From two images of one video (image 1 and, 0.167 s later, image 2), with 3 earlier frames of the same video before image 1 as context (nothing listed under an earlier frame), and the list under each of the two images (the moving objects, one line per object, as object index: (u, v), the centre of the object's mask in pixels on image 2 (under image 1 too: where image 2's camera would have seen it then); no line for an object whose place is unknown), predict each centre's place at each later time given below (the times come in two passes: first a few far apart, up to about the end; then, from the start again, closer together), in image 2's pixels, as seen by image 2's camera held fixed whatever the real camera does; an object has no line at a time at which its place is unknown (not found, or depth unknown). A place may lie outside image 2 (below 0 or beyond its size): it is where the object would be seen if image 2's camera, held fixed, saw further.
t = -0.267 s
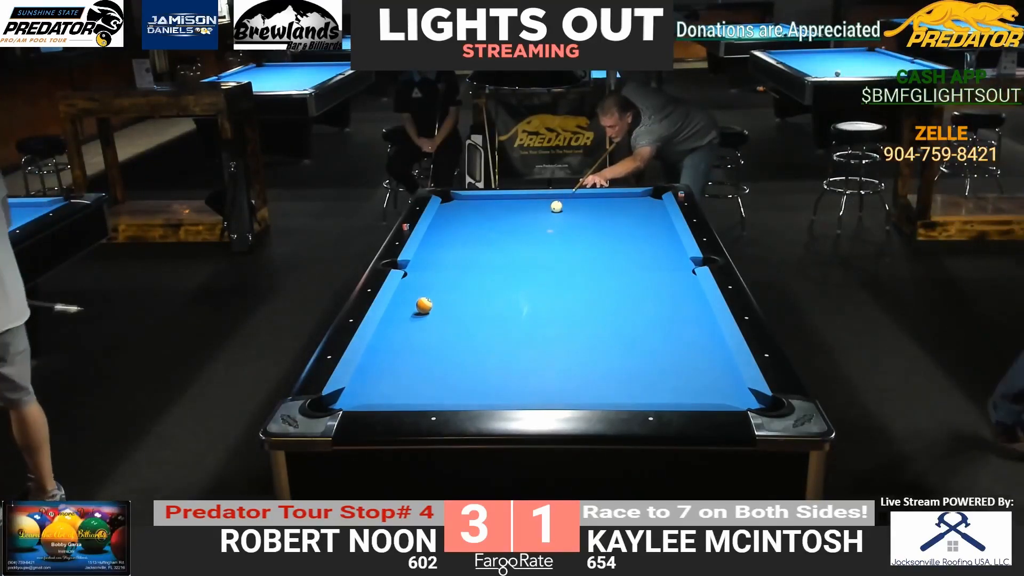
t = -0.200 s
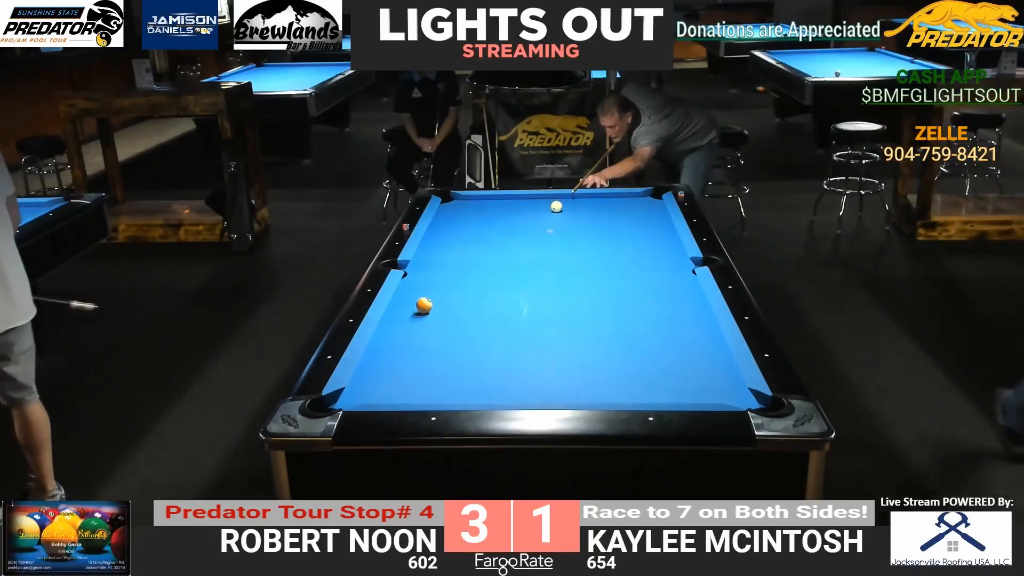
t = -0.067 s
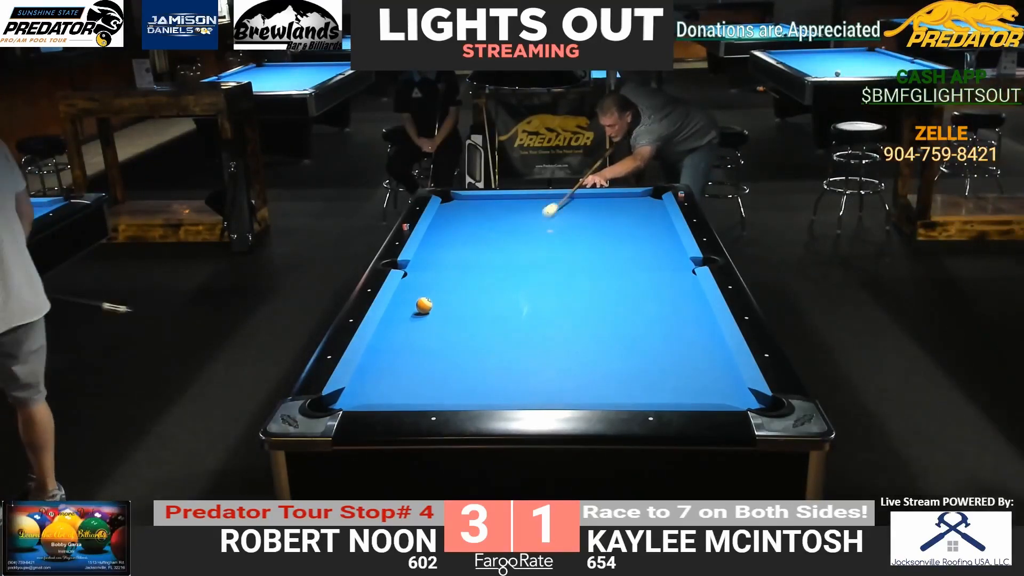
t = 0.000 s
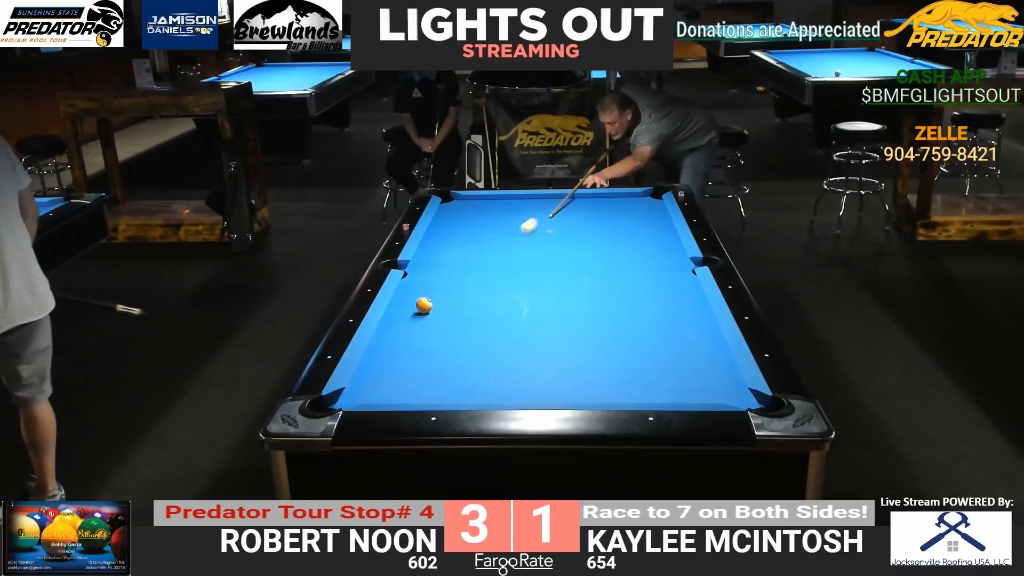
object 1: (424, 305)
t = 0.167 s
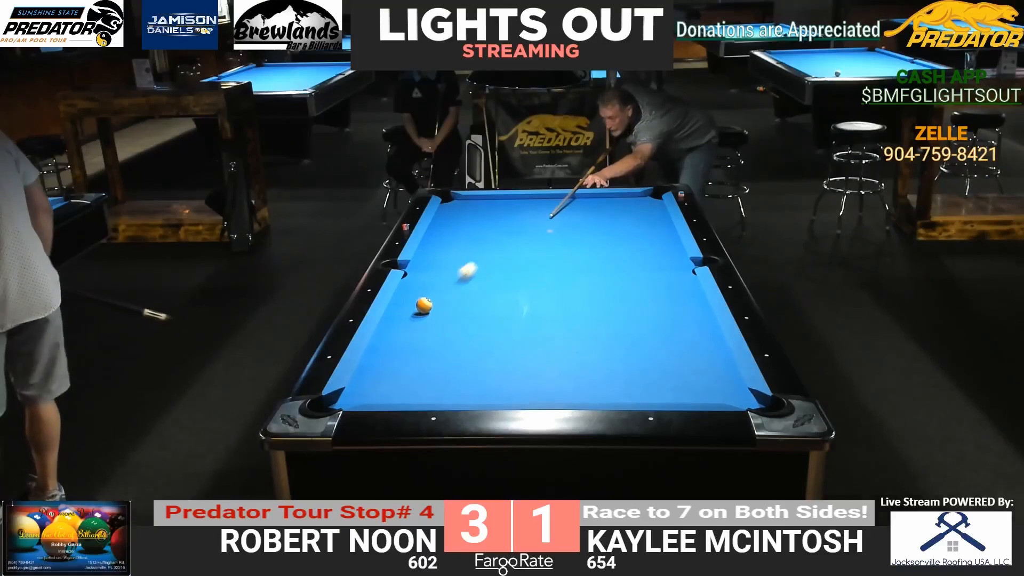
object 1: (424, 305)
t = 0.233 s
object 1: (424, 305)
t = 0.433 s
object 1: (364, 373)
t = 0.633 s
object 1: (364, 396)
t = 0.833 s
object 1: (402, 394)
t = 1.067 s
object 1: (441, 387)
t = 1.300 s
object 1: (477, 380)
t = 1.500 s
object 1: (507, 374)
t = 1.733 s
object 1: (539, 369)
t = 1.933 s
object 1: (565, 364)
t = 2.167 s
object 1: (594, 359)
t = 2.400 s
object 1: (621, 354)
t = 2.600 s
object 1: (643, 351)
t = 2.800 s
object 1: (663, 347)
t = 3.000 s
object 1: (683, 344)
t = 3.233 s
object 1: (705, 341)
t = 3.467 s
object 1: (708, 338)
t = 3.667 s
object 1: (696, 336)
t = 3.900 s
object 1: (684, 334)
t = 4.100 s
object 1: (675, 333)
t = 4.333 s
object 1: (665, 332)
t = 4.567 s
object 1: (656, 331)
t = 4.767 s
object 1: (650, 330)
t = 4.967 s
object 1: (644, 330)
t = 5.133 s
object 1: (640, 329)
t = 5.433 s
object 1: (635, 329)
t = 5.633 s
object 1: (632, 329)
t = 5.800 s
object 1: (631, 329)
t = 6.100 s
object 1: (630, 329)
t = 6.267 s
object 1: (630, 328)
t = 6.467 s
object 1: (631, 329)
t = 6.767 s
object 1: (631, 329)
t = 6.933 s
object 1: (631, 329)
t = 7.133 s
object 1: (631, 329)
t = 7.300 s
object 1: (631, 328)
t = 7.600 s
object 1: (631, 328)
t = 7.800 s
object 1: (631, 328)
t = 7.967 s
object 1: (631, 328)
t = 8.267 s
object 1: (631, 328)
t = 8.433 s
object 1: (631, 328)
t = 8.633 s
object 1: (631, 328)
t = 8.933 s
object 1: (631, 328)
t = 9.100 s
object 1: (631, 328)
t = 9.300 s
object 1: (631, 328)
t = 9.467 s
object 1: (631, 329)
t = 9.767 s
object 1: (631, 329)
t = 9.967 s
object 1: (631, 329)
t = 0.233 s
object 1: (424, 305)
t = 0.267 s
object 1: (420, 309)
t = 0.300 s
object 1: (409, 321)
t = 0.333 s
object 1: (398, 332)
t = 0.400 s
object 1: (373, 359)
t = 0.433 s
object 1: (364, 373)
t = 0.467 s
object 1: (364, 385)
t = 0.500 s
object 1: (363, 395)
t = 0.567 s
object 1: (348, 394)
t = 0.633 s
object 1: (364, 396)
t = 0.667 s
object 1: (372, 397)
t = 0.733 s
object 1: (385, 396)
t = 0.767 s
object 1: (391, 395)
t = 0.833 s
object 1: (402, 394)
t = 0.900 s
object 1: (414, 392)
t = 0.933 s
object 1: (419, 391)
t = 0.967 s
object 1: (425, 390)
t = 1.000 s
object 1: (430, 389)
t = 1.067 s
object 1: (441, 387)
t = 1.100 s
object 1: (446, 386)
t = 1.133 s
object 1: (452, 385)
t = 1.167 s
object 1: (457, 384)
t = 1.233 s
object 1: (467, 382)
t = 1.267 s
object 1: (472, 381)
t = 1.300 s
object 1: (477, 380)
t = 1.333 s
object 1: (482, 380)
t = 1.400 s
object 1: (492, 377)
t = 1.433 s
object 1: (497, 376)
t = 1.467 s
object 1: (502, 375)
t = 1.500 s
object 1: (507, 374)
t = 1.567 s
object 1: (516, 373)
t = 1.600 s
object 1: (521, 372)
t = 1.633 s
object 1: (525, 371)
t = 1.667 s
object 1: (530, 370)
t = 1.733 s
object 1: (539, 369)
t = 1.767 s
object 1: (543, 368)
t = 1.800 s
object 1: (548, 367)
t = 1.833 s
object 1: (552, 366)
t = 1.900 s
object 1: (561, 364)
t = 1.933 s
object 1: (565, 364)
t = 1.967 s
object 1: (569, 363)
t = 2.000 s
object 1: (573, 363)
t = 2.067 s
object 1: (581, 361)
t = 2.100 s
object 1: (586, 360)
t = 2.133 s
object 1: (590, 359)
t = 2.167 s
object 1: (594, 359)
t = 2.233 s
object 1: (601, 358)
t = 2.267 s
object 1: (605, 357)
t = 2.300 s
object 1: (610, 356)
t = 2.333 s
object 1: (613, 355)
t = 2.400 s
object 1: (621, 354)
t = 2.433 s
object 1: (624, 354)
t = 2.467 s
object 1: (628, 353)
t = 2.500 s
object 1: (632, 352)
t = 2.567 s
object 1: (639, 351)
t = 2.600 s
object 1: (643, 351)
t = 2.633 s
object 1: (646, 350)
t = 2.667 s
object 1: (650, 350)
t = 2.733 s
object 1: (657, 348)
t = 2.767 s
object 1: (660, 348)
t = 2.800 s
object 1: (663, 347)
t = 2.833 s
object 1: (667, 347)
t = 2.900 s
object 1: (673, 346)
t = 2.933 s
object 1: (677, 345)
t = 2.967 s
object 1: (680, 345)
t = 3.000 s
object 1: (683, 344)
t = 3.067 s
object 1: (689, 343)
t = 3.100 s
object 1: (693, 342)
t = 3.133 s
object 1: (696, 342)
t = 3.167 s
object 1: (699, 341)
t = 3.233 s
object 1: (705, 341)
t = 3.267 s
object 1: (708, 340)
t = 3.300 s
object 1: (710, 340)
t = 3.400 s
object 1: (712, 338)
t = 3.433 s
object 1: (710, 338)
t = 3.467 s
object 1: (708, 338)
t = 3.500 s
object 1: (706, 337)
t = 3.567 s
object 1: (702, 337)
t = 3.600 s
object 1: (700, 337)
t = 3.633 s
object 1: (698, 336)
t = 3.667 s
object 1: (696, 336)
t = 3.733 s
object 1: (693, 335)
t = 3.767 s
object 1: (691, 335)
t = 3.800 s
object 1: (689, 335)
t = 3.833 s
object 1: (687, 335)
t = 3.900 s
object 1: (684, 334)
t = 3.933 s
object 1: (682, 334)
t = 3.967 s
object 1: (681, 334)
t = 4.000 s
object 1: (679, 334)
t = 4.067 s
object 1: (676, 333)
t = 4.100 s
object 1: (675, 333)
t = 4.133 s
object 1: (673, 333)
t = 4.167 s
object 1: (672, 332)
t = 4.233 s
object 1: (669, 332)
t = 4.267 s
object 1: (667, 332)
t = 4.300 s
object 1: (666, 332)
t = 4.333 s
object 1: (665, 332)
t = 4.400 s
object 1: (662, 331)
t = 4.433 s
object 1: (661, 331)
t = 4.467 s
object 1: (660, 331)
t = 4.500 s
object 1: (658, 331)
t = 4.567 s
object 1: (656, 331)
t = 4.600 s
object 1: (655, 331)
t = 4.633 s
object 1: (654, 331)
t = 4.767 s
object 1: (650, 330)
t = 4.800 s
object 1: (649, 330)
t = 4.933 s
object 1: (645, 330)
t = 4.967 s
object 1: (644, 330)
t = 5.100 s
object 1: (641, 329)
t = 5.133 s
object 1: (640, 329)
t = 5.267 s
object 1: (638, 329)
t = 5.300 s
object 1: (637, 329)
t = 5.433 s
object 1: (635, 329)
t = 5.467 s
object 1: (634, 329)
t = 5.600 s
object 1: (633, 329)
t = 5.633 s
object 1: (632, 329)
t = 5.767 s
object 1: (631, 329)
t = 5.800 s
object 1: (631, 329)
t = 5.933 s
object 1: (631, 329)
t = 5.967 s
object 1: (630, 328)
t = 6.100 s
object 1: (630, 329)
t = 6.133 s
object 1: (630, 328)
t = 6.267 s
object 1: (630, 328)
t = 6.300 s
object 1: (630, 328)
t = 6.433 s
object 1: (631, 328)
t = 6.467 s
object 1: (631, 329)
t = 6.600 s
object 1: (631, 329)
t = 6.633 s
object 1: (631, 329)
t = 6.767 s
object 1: (631, 329)
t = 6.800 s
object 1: (631, 329)
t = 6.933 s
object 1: (631, 329)
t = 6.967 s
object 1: (631, 329)
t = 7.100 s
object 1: (631, 329)
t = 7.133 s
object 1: (631, 329)
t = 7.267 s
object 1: (631, 328)
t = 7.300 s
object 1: (631, 328)
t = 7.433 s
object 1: (631, 328)
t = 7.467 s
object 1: (631, 328)
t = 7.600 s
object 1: (631, 328)
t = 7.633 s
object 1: (631, 328)
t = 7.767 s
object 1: (631, 328)
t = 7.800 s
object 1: (631, 328)
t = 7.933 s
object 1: (631, 328)
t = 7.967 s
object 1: (631, 328)
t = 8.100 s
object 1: (631, 328)
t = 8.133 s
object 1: (631, 328)
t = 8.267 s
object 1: (631, 328)
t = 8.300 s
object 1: (631, 328)
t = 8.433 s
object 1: (631, 328)
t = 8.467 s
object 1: (631, 328)
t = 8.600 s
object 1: (631, 328)
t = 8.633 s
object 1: (631, 328)
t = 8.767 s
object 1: (631, 328)
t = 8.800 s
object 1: (631, 328)
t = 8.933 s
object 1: (631, 328)
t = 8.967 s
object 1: (631, 328)
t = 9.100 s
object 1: (631, 328)
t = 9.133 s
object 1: (631, 328)
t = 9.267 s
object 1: (631, 328)
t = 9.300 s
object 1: (631, 328)
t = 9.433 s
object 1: (631, 328)
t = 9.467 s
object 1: (631, 329)
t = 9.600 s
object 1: (631, 328)
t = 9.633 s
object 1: (631, 329)
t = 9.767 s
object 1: (631, 329)
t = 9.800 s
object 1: (631, 329)
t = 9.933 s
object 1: (631, 329)
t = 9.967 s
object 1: (631, 329)
